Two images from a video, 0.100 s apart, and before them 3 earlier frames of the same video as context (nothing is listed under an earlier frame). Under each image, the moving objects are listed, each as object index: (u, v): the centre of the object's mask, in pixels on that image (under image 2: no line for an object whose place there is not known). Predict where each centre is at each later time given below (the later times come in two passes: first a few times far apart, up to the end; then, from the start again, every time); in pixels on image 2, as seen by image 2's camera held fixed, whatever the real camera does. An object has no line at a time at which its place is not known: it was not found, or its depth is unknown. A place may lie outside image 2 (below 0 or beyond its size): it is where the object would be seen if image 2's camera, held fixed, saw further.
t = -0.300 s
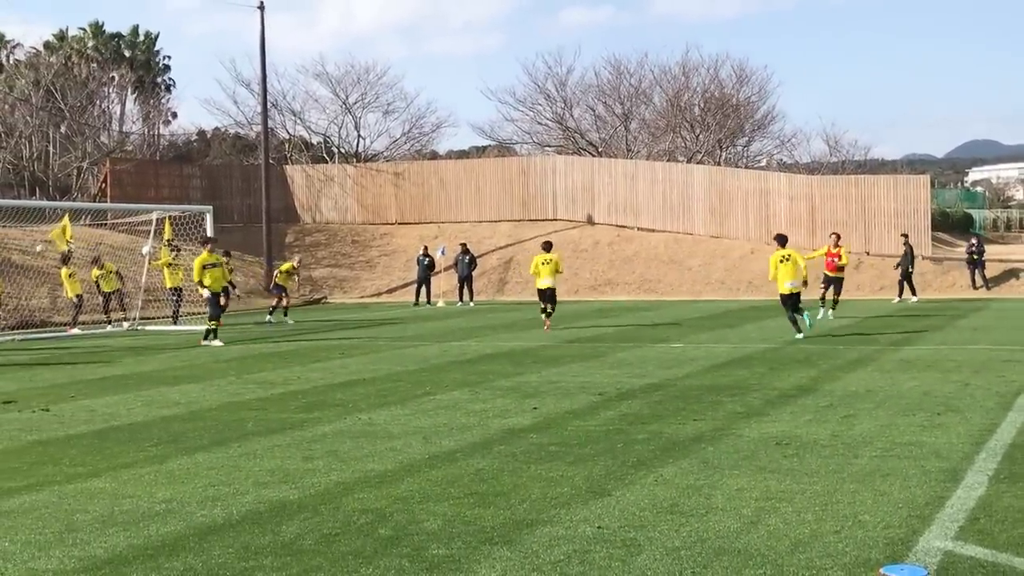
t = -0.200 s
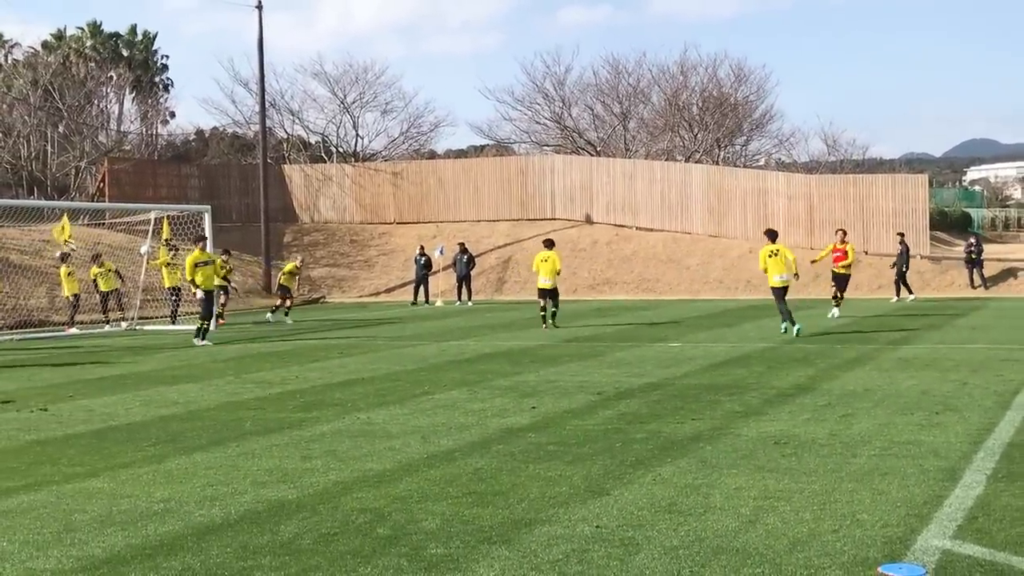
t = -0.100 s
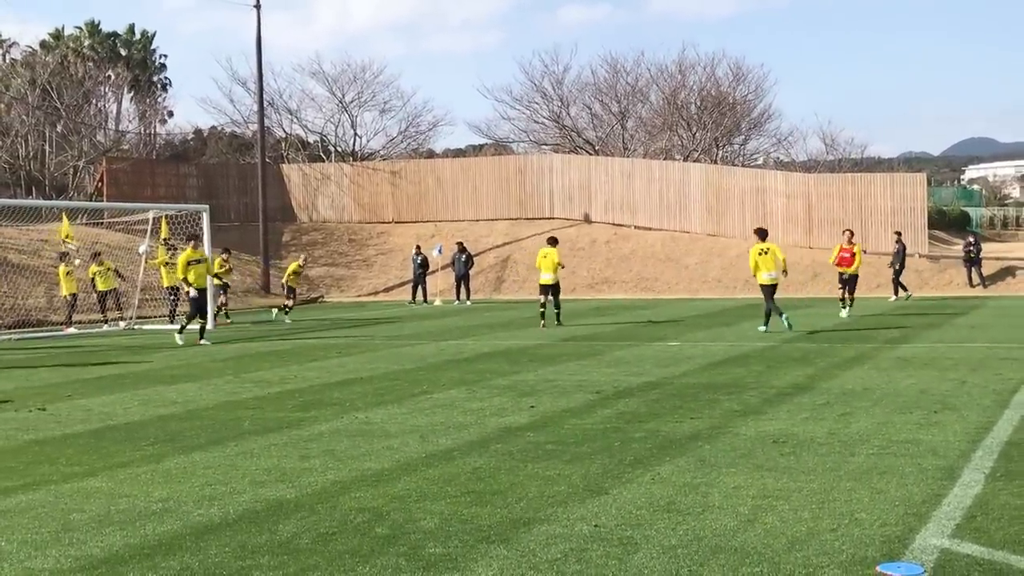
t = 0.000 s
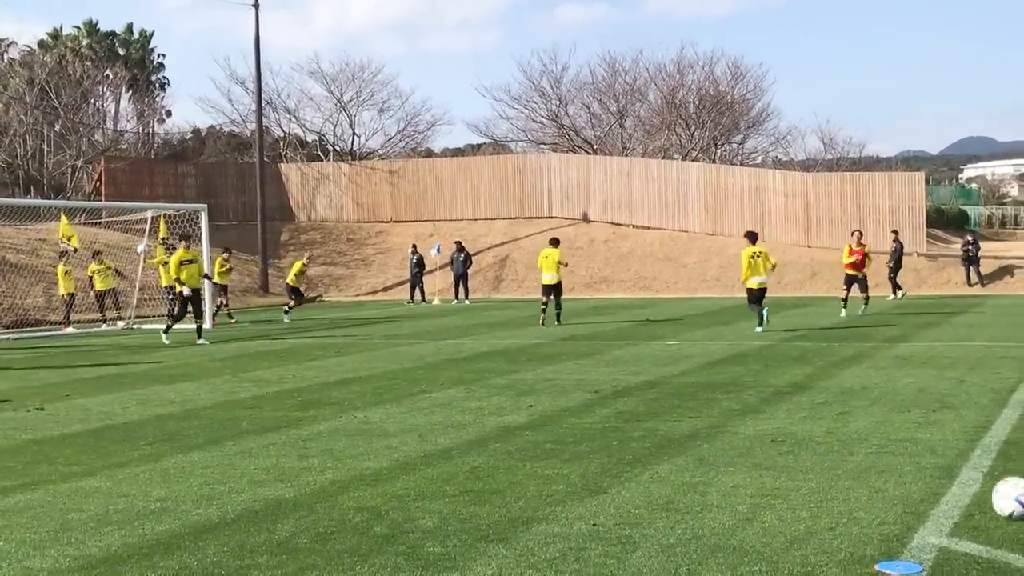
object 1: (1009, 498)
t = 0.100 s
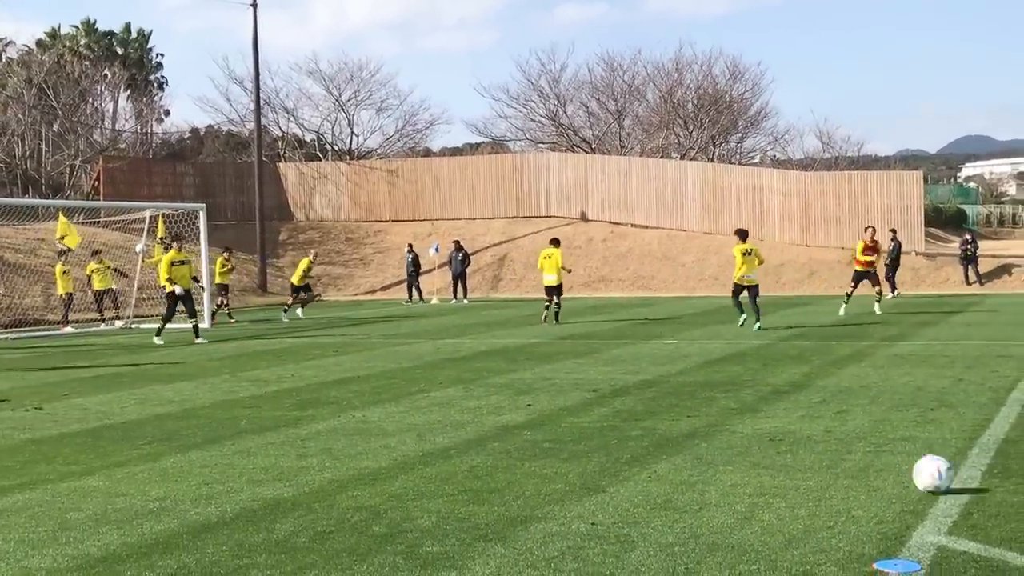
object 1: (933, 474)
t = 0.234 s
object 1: (857, 451)
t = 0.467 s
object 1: (772, 429)
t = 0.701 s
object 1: (712, 410)
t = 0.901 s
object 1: (672, 399)
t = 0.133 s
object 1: (910, 468)
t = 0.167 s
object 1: (890, 463)
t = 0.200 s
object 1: (872, 456)
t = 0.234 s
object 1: (857, 451)
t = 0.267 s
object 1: (841, 448)
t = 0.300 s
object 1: (827, 445)
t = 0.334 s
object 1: (815, 440)
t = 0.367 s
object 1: (803, 436)
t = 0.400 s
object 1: (792, 432)
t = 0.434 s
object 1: (782, 431)
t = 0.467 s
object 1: (772, 429)
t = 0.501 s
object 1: (762, 424)
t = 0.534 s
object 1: (753, 421)
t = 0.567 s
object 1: (744, 418)
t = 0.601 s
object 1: (736, 417)
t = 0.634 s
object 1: (727, 417)
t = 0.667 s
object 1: (720, 413)
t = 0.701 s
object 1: (712, 410)
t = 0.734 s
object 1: (705, 408)
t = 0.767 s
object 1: (697, 407)
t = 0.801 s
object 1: (691, 405)
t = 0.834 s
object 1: (685, 403)
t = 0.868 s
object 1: (678, 401)
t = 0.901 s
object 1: (672, 399)
